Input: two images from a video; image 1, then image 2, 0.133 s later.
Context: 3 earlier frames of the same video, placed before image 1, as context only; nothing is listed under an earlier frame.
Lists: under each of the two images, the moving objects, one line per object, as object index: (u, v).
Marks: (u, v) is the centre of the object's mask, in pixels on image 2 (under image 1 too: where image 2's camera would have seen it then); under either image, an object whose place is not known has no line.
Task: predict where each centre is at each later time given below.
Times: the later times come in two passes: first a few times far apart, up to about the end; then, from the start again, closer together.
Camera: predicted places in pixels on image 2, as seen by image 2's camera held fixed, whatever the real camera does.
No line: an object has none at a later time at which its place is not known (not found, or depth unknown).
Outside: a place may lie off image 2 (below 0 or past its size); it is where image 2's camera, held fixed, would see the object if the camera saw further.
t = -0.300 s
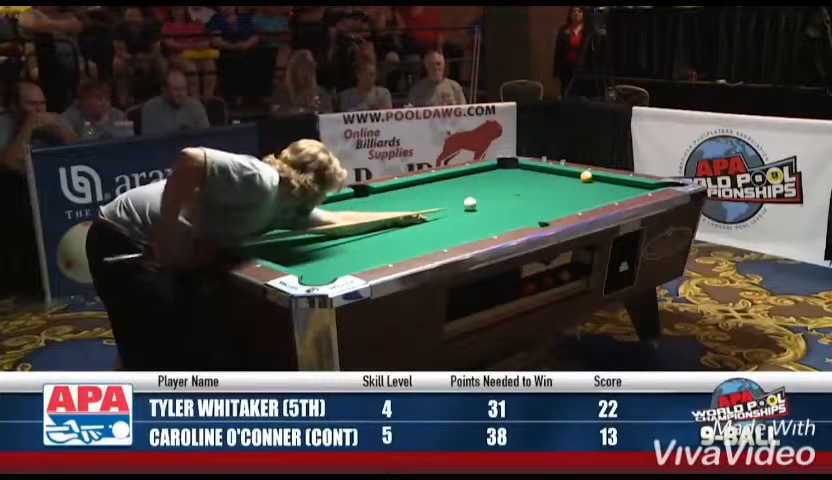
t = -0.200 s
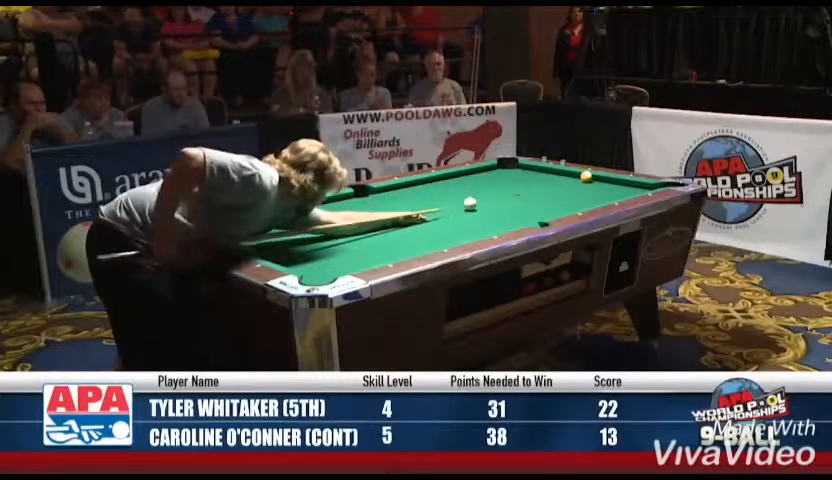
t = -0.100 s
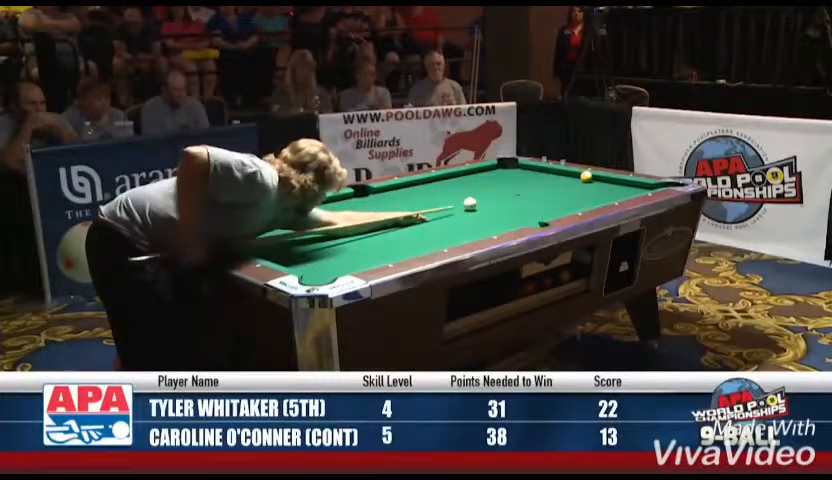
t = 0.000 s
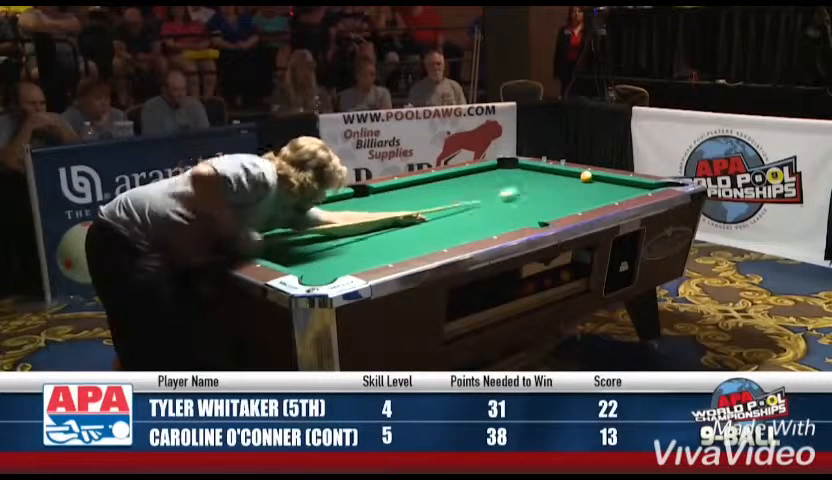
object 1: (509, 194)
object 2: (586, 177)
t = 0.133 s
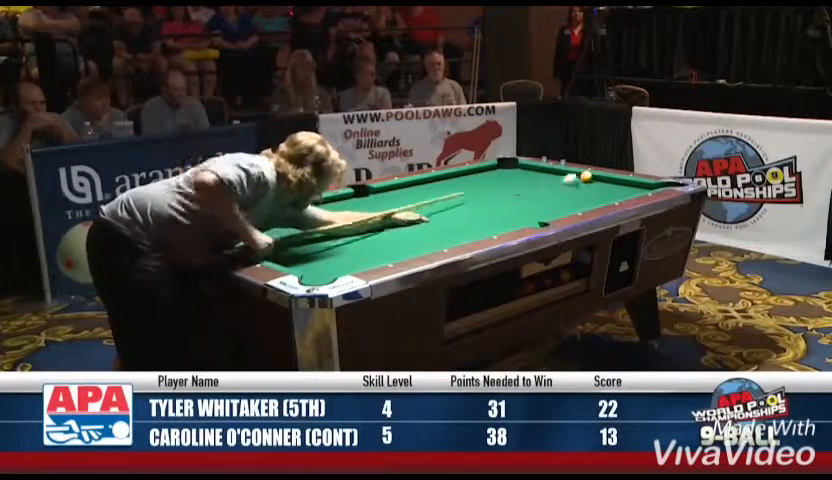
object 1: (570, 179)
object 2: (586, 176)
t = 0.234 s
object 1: (568, 174)
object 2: (577, 181)
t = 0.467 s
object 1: (543, 170)
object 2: (542, 194)
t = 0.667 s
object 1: (514, 168)
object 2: (508, 207)
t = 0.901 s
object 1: (492, 168)
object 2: (464, 223)
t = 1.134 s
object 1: (493, 171)
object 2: (414, 243)
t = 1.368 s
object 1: (493, 176)
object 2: (355, 262)
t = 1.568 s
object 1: (494, 180)
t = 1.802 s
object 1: (494, 186)
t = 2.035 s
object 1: (496, 191)
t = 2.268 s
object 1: (496, 196)
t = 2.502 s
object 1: (497, 201)
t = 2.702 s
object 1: (497, 204)
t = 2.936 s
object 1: (498, 209)
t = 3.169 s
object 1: (498, 214)
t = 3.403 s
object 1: (498, 219)
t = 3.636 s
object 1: (498, 223)
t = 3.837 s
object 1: (498, 226)
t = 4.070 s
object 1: (494, 228)
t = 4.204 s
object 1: (489, 229)
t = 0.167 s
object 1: (575, 177)
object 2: (588, 176)
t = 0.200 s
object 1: (571, 176)
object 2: (583, 178)
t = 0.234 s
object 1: (568, 174)
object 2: (577, 181)
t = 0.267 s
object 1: (566, 173)
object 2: (572, 182)
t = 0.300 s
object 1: (564, 173)
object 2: (568, 185)
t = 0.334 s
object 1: (561, 171)
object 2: (562, 186)
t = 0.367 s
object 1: (556, 171)
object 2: (557, 187)
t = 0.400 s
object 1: (552, 171)
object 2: (552, 190)
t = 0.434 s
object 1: (547, 171)
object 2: (547, 192)
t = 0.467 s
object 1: (543, 170)
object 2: (542, 194)
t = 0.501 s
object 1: (538, 170)
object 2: (536, 196)
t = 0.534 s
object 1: (533, 169)
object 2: (531, 198)
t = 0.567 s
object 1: (528, 169)
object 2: (526, 200)
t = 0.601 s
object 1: (523, 169)
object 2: (519, 202)
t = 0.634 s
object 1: (519, 168)
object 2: (516, 204)
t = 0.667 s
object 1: (514, 168)
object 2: (508, 207)
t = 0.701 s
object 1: (510, 168)
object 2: (502, 209)
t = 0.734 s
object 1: (505, 168)
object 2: (496, 212)
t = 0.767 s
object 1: (501, 168)
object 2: (490, 214)
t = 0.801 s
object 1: (497, 167)
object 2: (484, 216)
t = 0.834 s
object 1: (492, 167)
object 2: (477, 218)
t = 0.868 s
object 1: (492, 167)
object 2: (471, 221)
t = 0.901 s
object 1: (492, 168)
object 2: (464, 223)
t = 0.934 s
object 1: (492, 168)
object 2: (457, 226)
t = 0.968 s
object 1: (492, 169)
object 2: (451, 229)
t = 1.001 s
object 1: (492, 169)
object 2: (443, 232)
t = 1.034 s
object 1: (492, 170)
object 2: (436, 234)
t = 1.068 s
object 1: (492, 171)
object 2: (429, 237)
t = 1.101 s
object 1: (493, 171)
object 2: (422, 240)
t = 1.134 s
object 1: (493, 171)
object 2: (414, 243)
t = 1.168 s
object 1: (493, 173)
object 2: (406, 246)
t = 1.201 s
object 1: (493, 173)
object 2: (398, 248)
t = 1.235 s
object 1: (492, 174)
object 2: (390, 251)
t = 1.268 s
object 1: (493, 175)
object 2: (382, 253)
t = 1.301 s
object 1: (493, 176)
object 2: (373, 256)
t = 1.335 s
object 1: (493, 176)
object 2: (364, 259)
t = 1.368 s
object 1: (493, 176)
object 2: (355, 262)
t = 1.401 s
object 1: (494, 177)
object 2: (344, 265)
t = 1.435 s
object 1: (493, 178)
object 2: (337, 269)
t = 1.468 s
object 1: (494, 179)
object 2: (328, 273)
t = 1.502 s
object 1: (494, 180)
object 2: (319, 277)
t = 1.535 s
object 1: (494, 180)
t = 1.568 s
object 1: (494, 180)
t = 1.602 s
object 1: (494, 180)
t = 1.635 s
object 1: (494, 182)
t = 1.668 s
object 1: (494, 182)
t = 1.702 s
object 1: (494, 184)
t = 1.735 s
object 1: (494, 184)
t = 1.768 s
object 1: (494, 185)
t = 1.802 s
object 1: (494, 186)
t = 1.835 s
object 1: (495, 187)
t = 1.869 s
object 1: (495, 187)
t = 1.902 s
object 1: (495, 188)
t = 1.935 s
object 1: (495, 188)
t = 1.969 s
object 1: (495, 189)
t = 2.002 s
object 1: (495, 189)
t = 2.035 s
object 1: (496, 191)
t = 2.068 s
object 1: (496, 191)
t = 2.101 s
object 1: (495, 191)
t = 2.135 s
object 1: (496, 192)
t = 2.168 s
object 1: (496, 193)
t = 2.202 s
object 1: (496, 195)
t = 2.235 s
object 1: (496, 196)
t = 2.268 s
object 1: (496, 196)
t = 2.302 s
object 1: (497, 197)
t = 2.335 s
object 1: (496, 197)
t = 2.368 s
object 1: (497, 197)
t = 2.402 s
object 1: (497, 198)
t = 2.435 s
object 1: (497, 198)
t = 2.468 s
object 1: (497, 200)
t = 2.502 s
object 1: (497, 201)
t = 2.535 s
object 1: (497, 201)
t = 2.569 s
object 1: (497, 202)
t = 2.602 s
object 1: (497, 202)
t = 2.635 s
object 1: (497, 203)
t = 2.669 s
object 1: (497, 203)
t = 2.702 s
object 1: (497, 204)
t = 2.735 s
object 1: (497, 204)
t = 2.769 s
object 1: (498, 206)
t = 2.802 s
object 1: (498, 206)
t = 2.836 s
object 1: (498, 207)
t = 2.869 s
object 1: (498, 208)
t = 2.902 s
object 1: (498, 209)
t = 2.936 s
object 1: (498, 209)
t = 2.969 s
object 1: (498, 210)
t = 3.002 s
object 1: (498, 211)
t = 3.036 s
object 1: (498, 211)
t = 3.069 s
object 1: (498, 213)
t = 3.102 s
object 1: (498, 213)
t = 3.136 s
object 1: (498, 214)
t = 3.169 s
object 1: (498, 214)
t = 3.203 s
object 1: (498, 215)
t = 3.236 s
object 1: (498, 216)
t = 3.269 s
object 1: (498, 216)
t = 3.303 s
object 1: (499, 217)
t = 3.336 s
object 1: (498, 217)
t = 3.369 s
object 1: (498, 218)
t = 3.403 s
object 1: (498, 219)
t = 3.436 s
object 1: (498, 220)
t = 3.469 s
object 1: (498, 220)
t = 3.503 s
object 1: (498, 221)
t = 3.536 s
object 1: (498, 222)
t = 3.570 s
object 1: (498, 222)
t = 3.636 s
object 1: (498, 223)
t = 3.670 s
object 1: (498, 224)
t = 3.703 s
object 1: (498, 224)
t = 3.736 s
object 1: (498, 224)
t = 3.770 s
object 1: (498, 225)
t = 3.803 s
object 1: (498, 226)
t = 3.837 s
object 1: (498, 226)
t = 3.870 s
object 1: (498, 227)
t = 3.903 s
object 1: (498, 227)
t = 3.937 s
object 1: (498, 228)
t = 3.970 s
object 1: (498, 228)
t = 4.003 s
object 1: (498, 228)
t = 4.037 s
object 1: (497, 228)
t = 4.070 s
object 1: (494, 228)
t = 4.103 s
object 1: (493, 228)
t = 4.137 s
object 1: (491, 228)
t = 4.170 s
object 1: (489, 229)
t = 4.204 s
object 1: (489, 229)
